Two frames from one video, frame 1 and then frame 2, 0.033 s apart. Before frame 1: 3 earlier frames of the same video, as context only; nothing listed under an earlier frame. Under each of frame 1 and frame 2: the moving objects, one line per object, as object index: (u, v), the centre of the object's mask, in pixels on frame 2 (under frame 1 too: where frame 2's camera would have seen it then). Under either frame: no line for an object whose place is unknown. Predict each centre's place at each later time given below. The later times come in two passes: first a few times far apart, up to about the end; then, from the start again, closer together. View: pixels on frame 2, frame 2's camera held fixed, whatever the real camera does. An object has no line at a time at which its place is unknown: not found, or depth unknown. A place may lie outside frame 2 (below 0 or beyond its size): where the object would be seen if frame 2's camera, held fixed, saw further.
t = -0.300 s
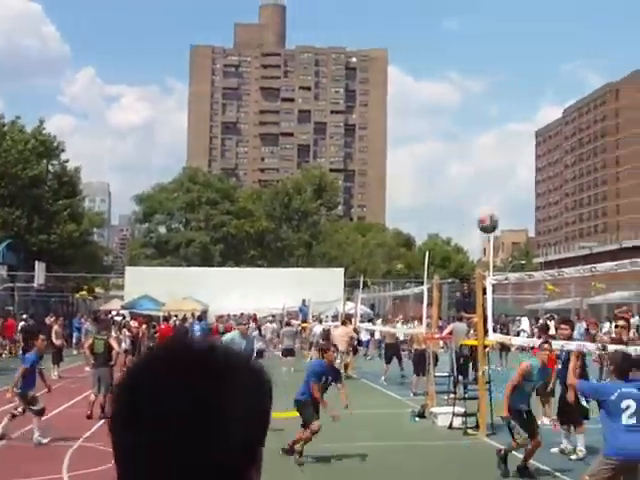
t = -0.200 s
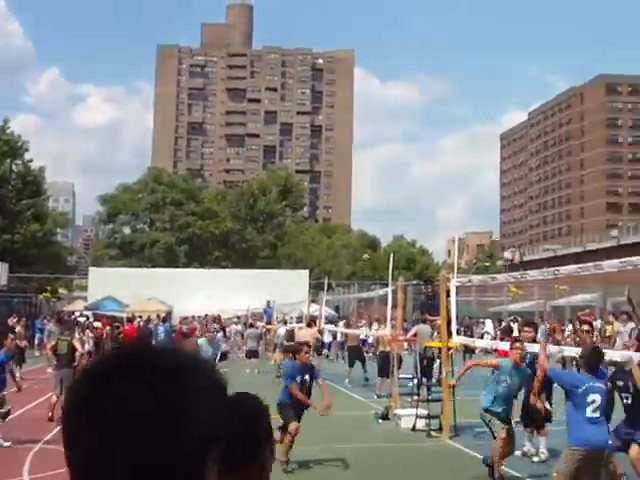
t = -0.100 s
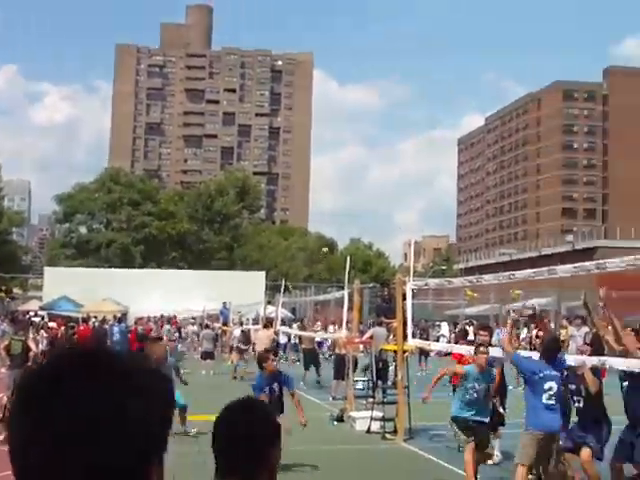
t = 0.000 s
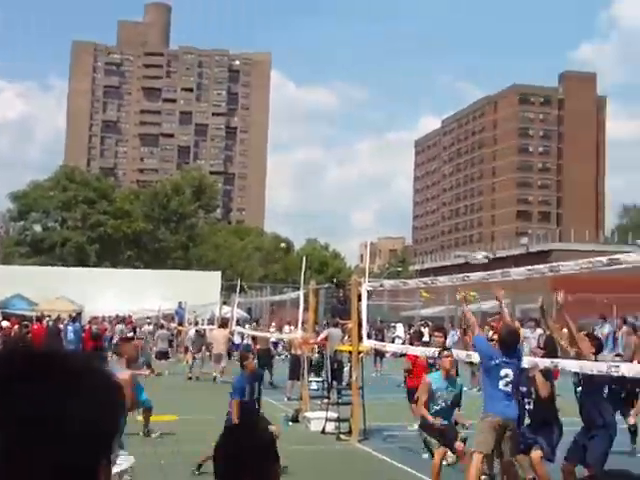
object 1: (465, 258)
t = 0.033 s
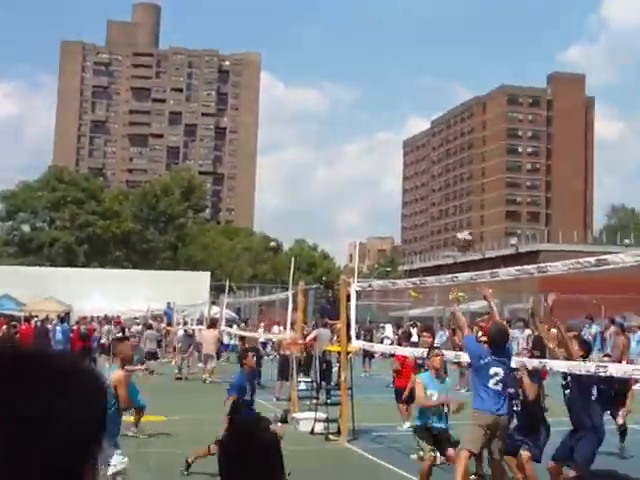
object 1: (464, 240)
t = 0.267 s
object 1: (439, 138)
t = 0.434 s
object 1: (418, 101)
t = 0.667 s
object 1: (395, 92)
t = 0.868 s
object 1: (379, 120)
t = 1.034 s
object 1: (366, 163)
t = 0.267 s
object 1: (439, 138)
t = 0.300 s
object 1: (435, 128)
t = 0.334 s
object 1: (431, 120)
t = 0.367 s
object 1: (426, 112)
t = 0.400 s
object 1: (422, 106)
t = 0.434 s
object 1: (418, 101)
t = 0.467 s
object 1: (415, 96)
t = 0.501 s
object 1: (412, 94)
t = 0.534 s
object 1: (408, 91)
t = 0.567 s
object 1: (405, 90)
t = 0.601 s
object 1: (402, 90)
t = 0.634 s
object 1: (399, 91)
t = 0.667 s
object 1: (395, 92)
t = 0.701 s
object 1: (392, 95)
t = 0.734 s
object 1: (389, 98)
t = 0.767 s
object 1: (387, 103)
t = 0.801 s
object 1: (384, 108)
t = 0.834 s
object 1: (381, 114)
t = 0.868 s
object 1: (379, 120)
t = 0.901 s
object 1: (376, 127)
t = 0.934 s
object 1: (373, 136)
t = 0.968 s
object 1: (371, 144)
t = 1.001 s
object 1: (368, 153)
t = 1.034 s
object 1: (366, 163)
